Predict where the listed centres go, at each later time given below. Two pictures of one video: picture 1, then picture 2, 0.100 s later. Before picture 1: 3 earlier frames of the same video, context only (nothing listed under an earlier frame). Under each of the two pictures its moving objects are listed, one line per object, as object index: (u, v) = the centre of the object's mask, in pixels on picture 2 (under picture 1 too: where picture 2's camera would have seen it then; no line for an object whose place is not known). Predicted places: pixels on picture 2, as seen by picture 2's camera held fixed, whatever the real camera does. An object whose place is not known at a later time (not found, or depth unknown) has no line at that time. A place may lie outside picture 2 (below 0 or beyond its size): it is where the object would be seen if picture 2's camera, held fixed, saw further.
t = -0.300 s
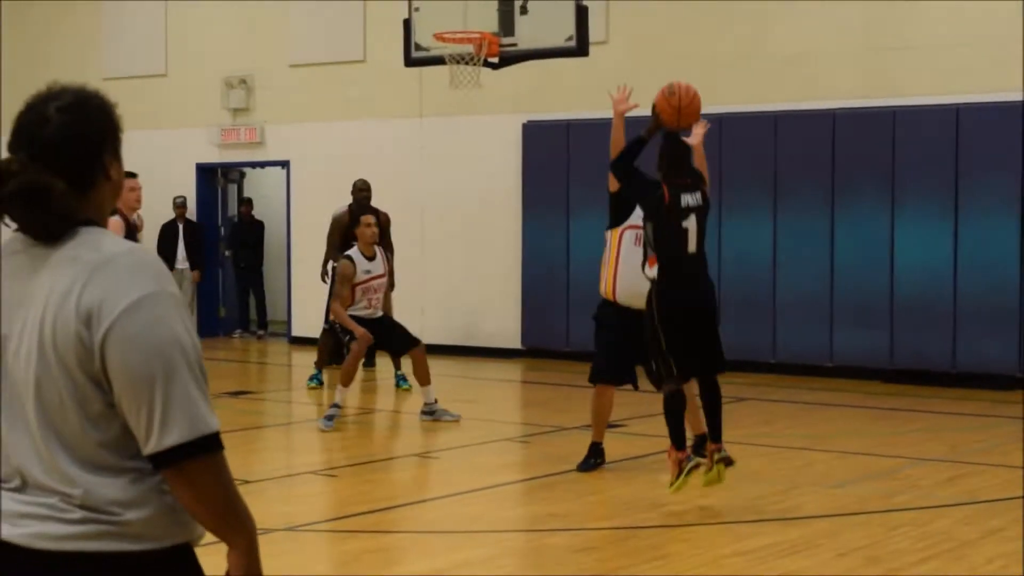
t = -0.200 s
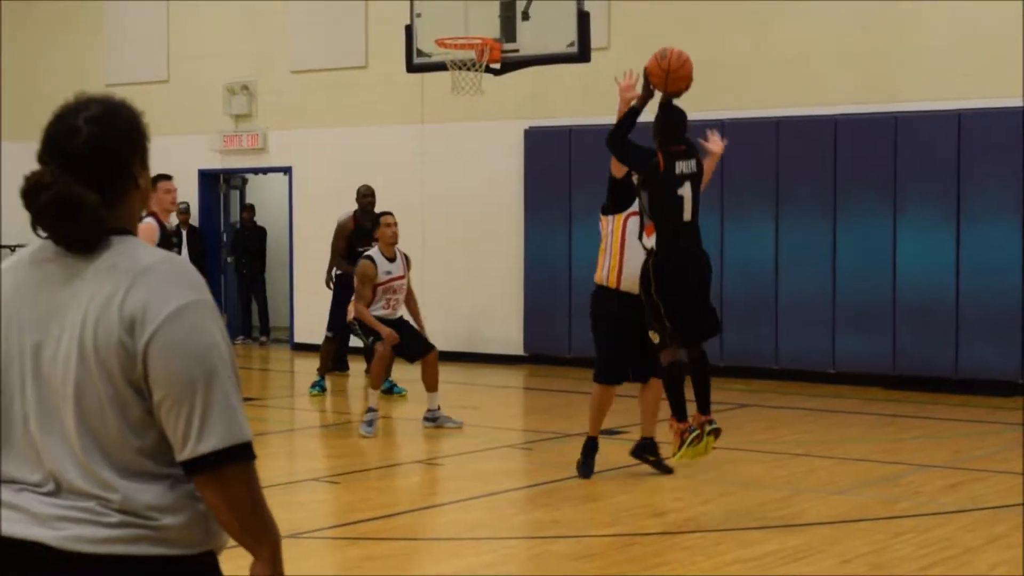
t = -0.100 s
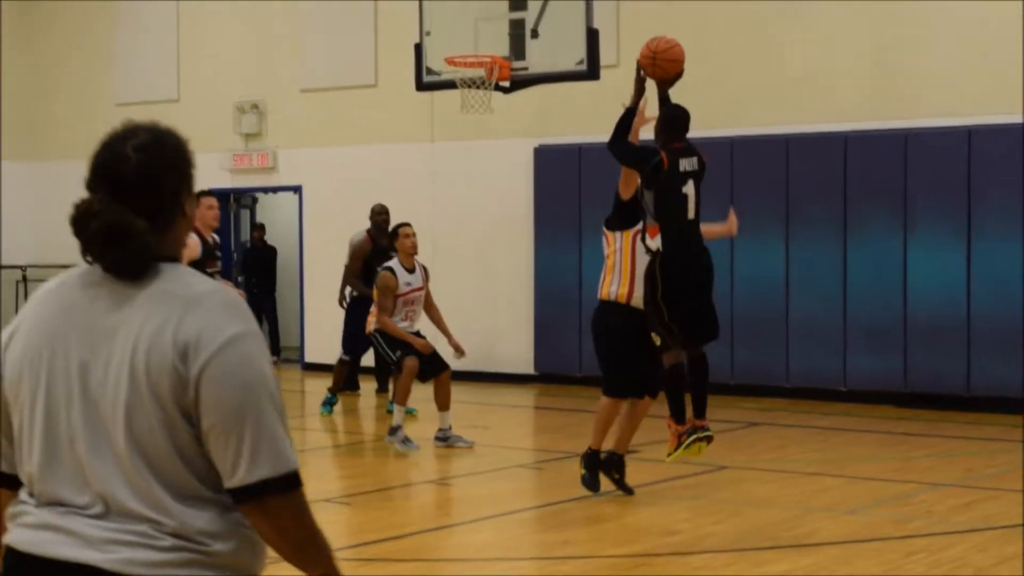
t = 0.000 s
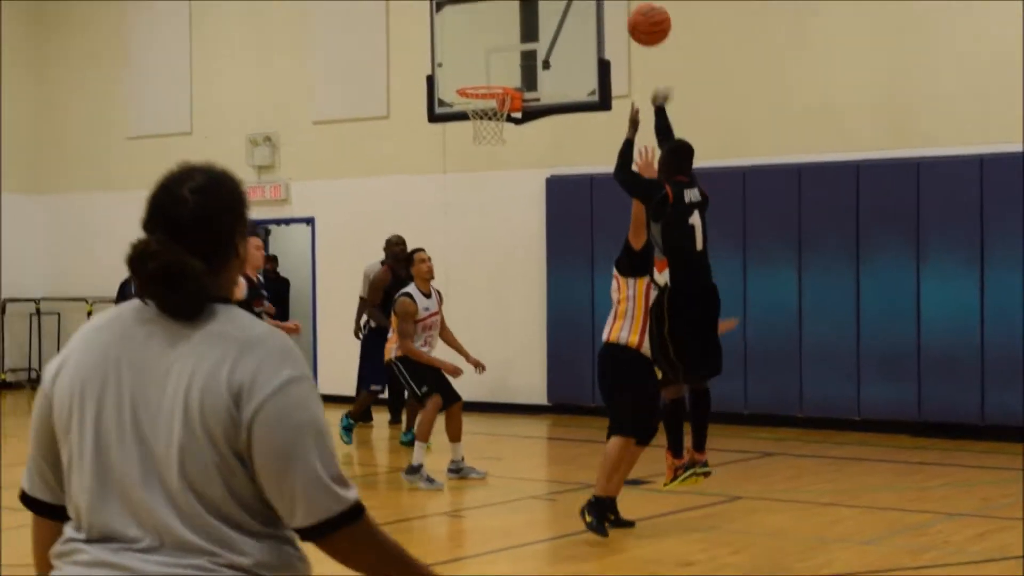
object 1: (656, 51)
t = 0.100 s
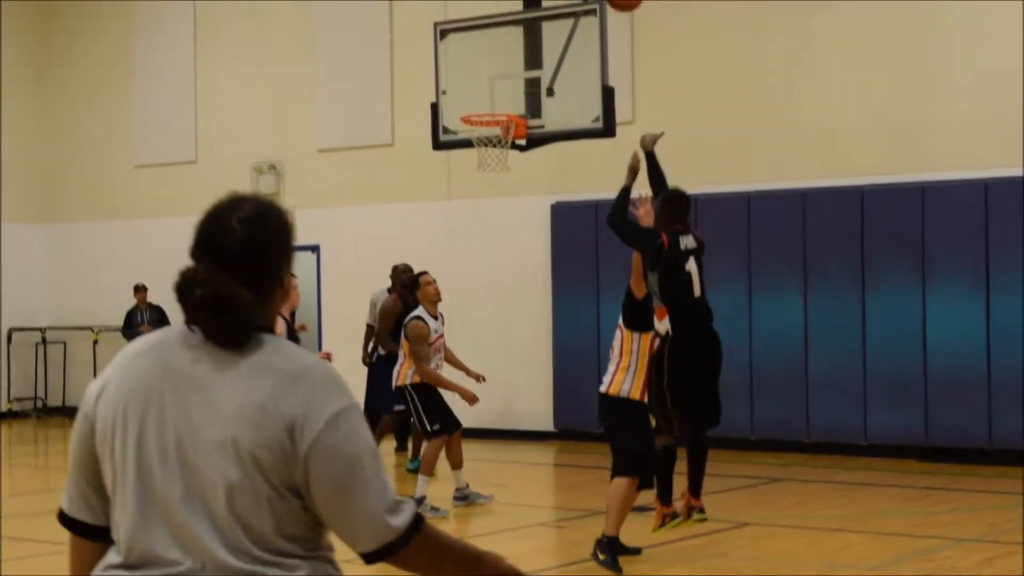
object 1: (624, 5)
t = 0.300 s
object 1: (576, -54)
